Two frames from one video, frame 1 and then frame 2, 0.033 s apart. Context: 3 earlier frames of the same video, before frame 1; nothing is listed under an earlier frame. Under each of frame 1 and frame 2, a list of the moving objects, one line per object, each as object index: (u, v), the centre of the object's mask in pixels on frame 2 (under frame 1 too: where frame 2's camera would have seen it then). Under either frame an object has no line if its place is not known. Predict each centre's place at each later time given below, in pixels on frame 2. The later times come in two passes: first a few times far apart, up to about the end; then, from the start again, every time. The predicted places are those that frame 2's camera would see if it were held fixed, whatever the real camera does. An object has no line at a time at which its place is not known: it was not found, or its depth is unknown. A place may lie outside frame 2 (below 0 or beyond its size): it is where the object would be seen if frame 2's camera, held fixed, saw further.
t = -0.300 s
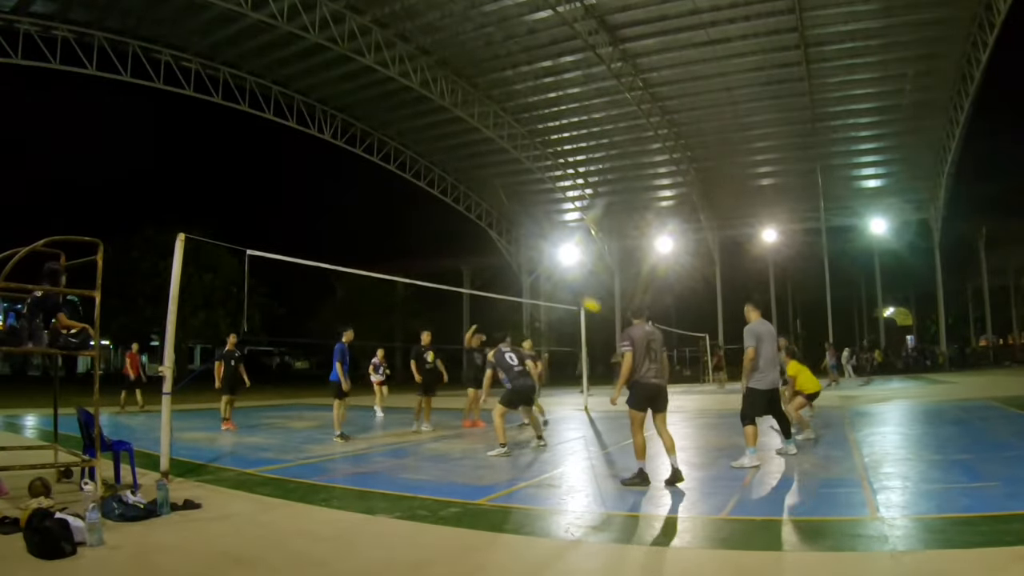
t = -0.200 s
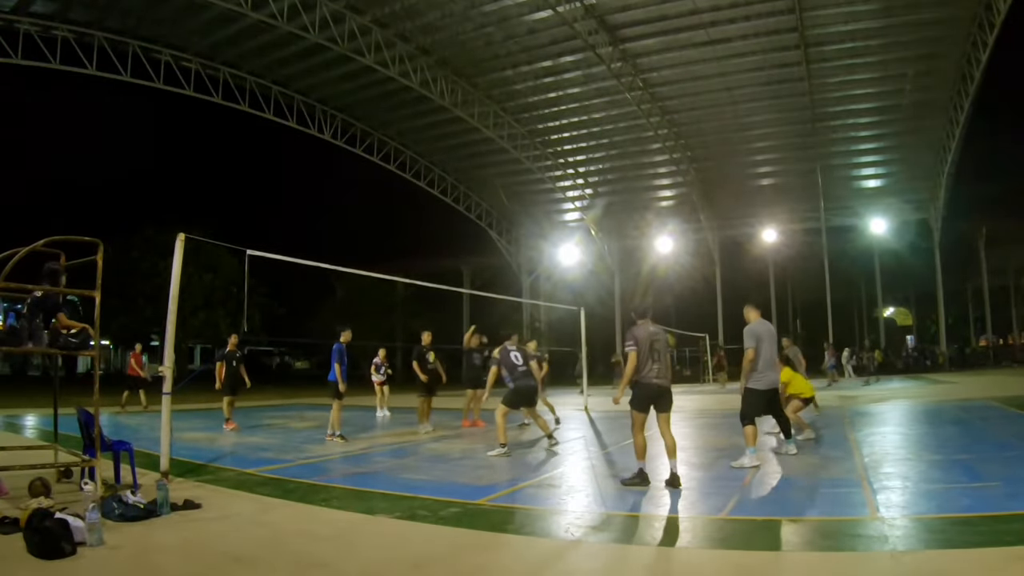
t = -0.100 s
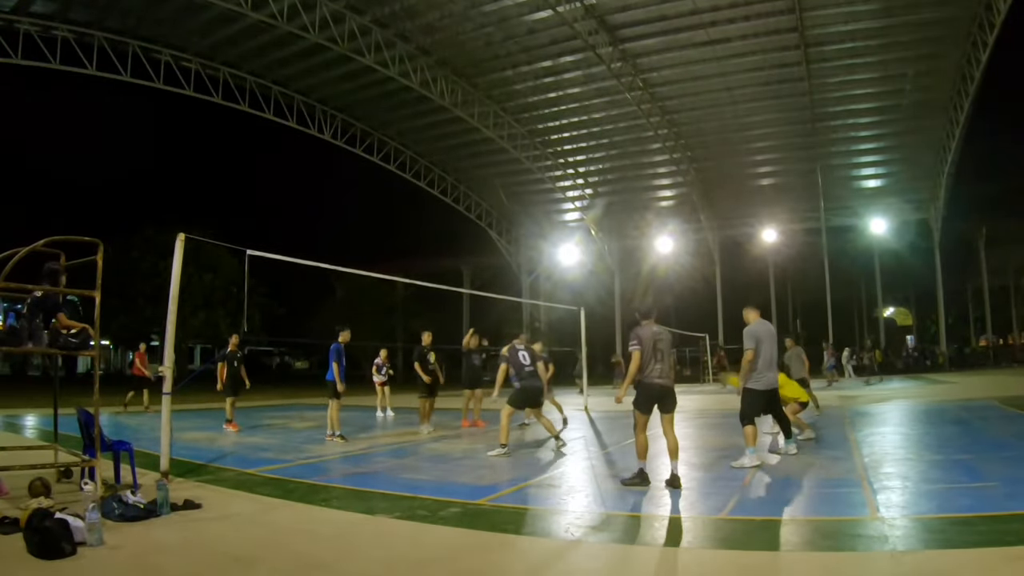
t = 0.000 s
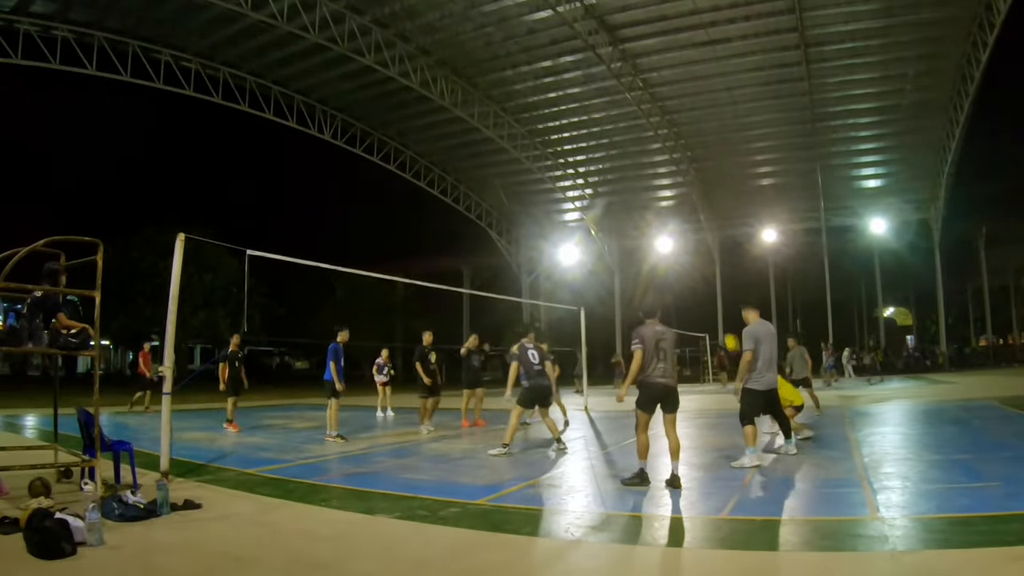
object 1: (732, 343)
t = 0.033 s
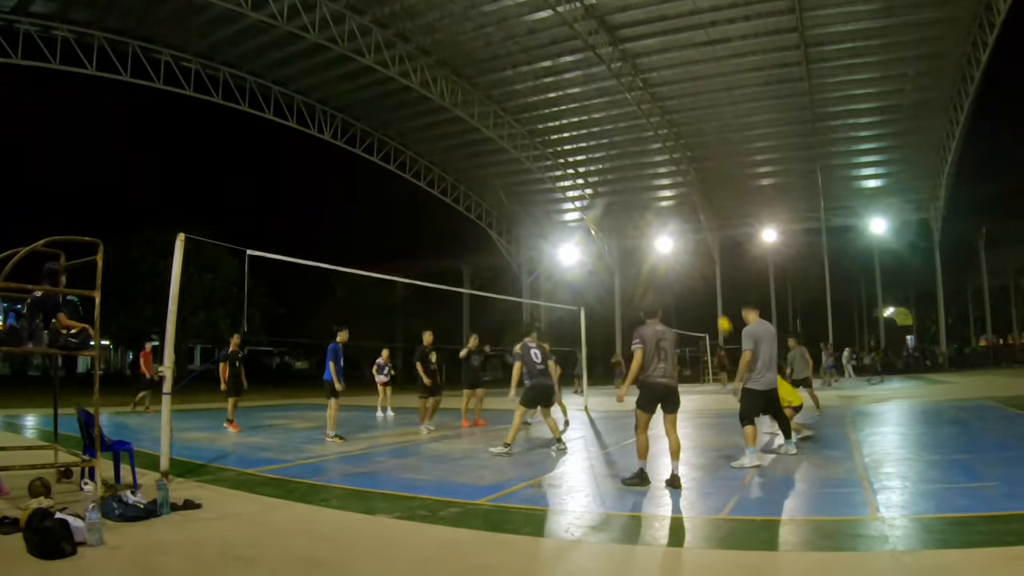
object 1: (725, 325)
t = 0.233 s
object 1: (684, 239)
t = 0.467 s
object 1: (646, 184)
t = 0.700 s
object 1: (615, 165)
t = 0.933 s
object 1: (588, 173)
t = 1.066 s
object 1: (574, 188)
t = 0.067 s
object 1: (717, 309)
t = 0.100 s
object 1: (710, 293)
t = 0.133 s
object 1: (704, 279)
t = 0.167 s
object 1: (696, 265)
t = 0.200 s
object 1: (690, 252)
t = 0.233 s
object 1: (684, 239)
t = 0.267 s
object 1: (679, 230)
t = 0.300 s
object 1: (673, 221)
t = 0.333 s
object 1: (666, 213)
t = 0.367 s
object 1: (660, 205)
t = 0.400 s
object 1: (655, 197)
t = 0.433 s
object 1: (649, 191)
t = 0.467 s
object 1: (646, 184)
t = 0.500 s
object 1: (641, 181)
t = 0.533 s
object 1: (636, 177)
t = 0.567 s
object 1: (631, 172)
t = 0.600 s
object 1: (626, 170)
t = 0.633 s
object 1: (621, 168)
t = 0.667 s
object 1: (619, 166)
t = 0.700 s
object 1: (615, 165)
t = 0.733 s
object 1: (610, 164)
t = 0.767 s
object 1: (606, 164)
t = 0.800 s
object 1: (602, 165)
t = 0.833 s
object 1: (597, 166)
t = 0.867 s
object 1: (595, 168)
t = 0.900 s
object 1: (592, 170)
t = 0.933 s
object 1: (588, 173)
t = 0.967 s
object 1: (584, 176)
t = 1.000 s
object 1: (581, 180)
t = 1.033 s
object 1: (577, 185)
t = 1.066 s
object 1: (574, 188)
